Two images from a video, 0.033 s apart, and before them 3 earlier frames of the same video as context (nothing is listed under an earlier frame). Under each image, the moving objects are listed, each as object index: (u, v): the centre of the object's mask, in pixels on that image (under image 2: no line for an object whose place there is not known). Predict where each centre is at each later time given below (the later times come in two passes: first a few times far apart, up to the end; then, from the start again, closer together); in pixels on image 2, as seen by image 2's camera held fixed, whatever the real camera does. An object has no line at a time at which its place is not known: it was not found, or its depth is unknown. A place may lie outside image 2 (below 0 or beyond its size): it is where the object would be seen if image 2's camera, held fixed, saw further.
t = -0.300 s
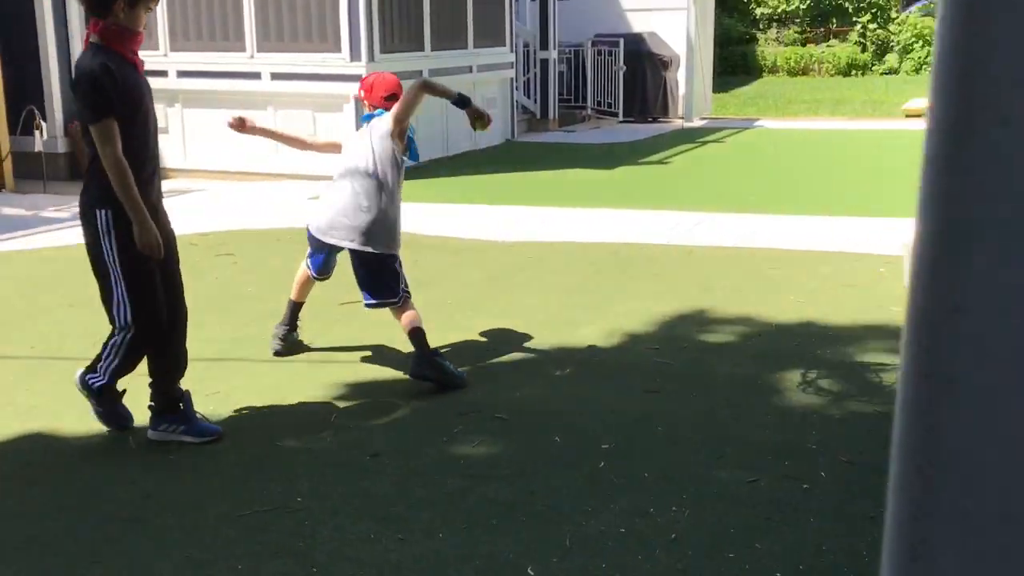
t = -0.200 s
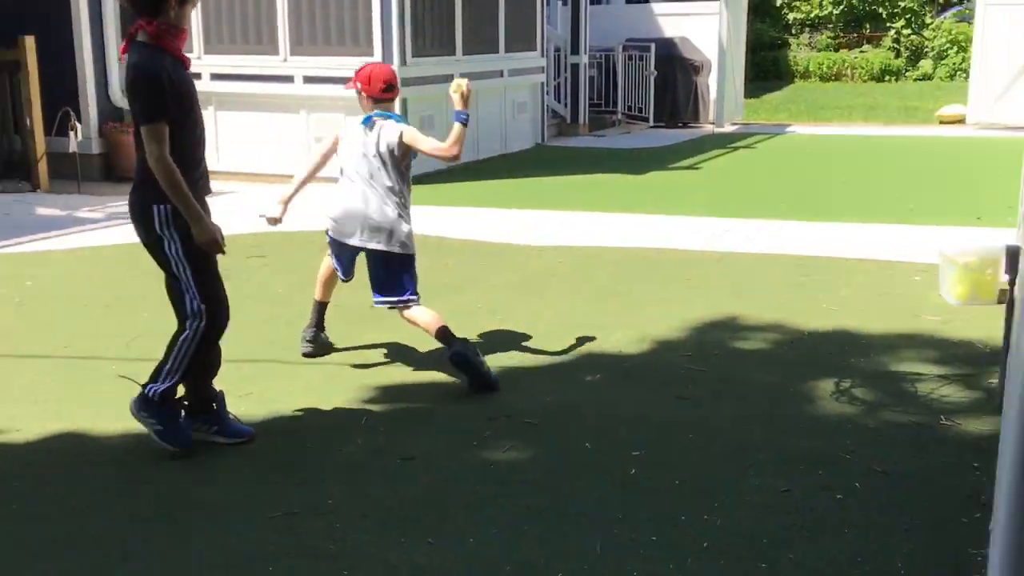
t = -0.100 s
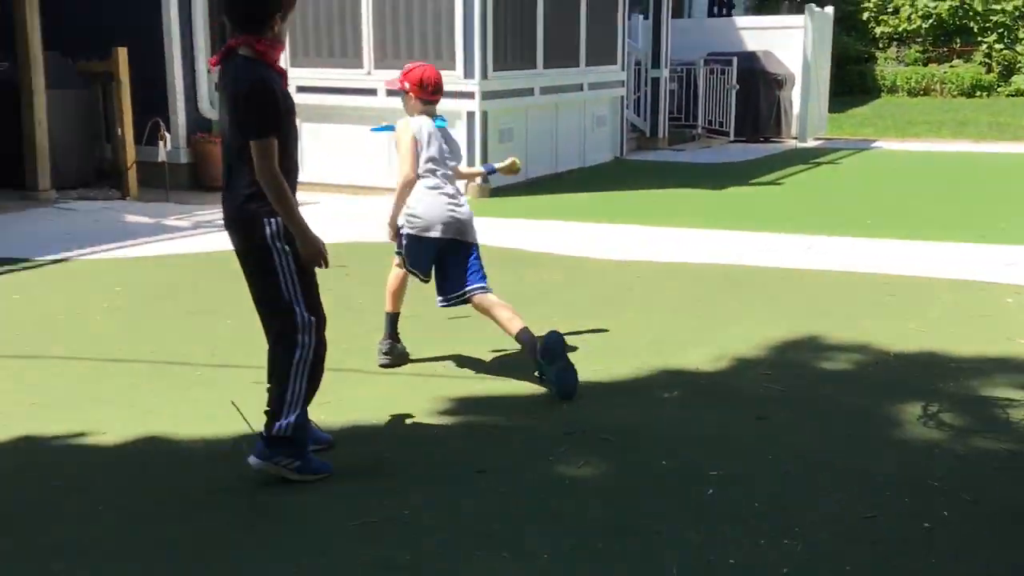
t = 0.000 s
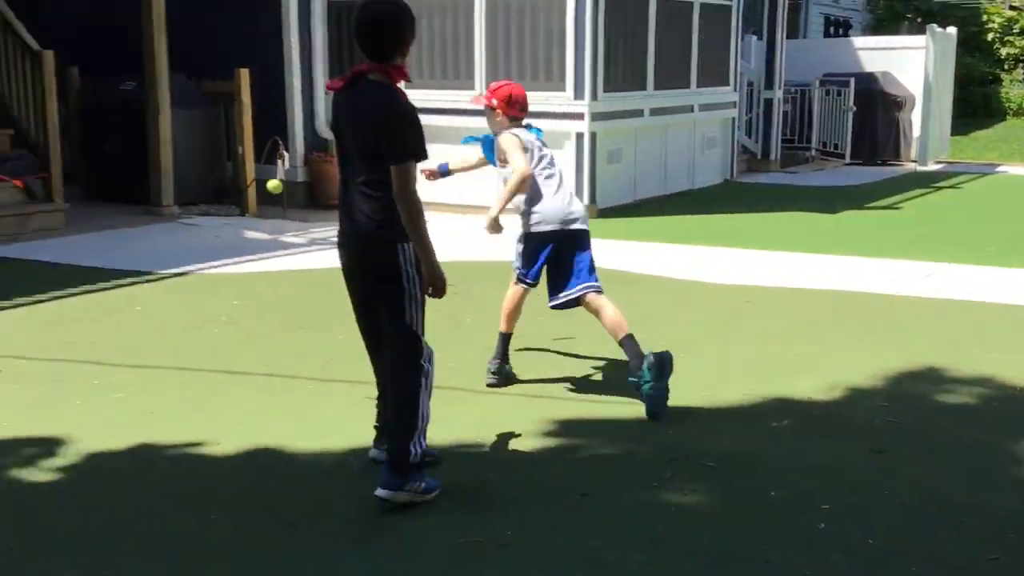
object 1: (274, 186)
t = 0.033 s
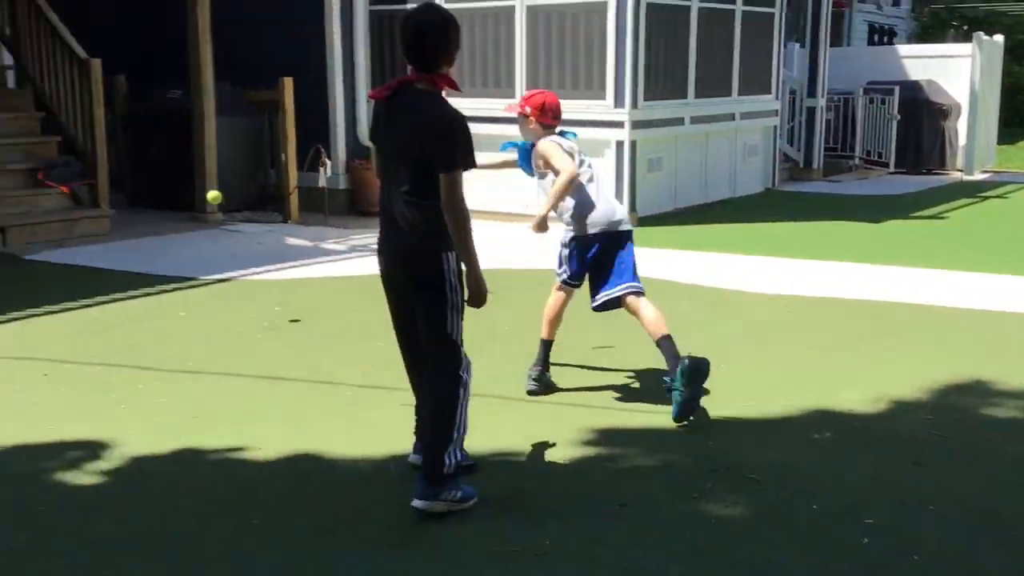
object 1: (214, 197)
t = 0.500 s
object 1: (-126, 314)
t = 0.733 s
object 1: (-11, 385)
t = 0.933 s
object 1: (116, 430)
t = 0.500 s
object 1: (-126, 314)
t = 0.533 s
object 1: (-113, 315)
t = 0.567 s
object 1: (-98, 319)
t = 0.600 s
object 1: (-83, 325)
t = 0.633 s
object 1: (-67, 334)
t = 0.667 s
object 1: (-49, 348)
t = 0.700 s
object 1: (-31, 364)
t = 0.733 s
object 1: (-11, 385)
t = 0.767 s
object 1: (11, 411)
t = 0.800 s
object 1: (31, 421)
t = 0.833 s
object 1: (50, 418)
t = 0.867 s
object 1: (71, 418)
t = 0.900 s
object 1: (92, 423)
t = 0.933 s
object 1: (116, 430)
